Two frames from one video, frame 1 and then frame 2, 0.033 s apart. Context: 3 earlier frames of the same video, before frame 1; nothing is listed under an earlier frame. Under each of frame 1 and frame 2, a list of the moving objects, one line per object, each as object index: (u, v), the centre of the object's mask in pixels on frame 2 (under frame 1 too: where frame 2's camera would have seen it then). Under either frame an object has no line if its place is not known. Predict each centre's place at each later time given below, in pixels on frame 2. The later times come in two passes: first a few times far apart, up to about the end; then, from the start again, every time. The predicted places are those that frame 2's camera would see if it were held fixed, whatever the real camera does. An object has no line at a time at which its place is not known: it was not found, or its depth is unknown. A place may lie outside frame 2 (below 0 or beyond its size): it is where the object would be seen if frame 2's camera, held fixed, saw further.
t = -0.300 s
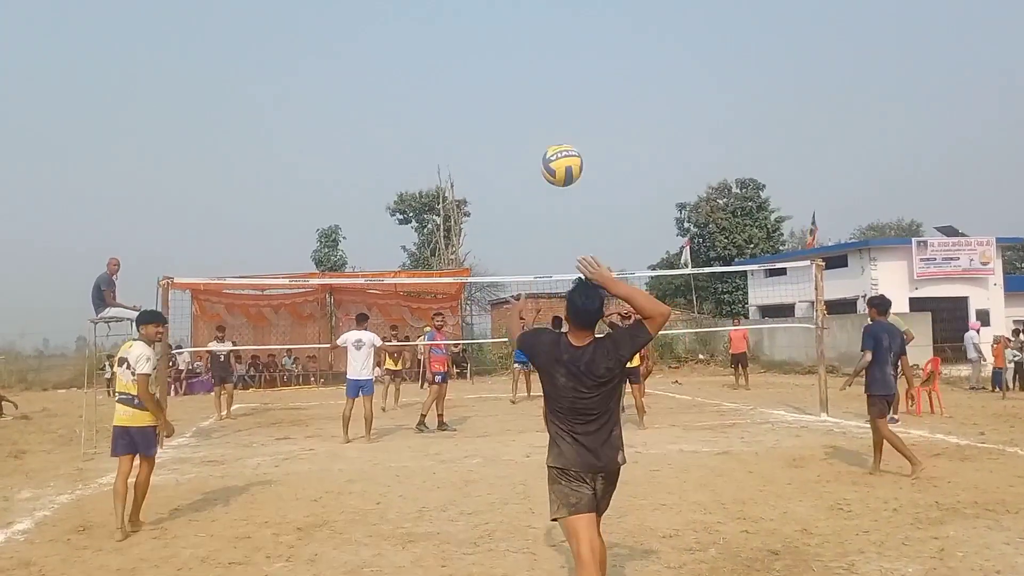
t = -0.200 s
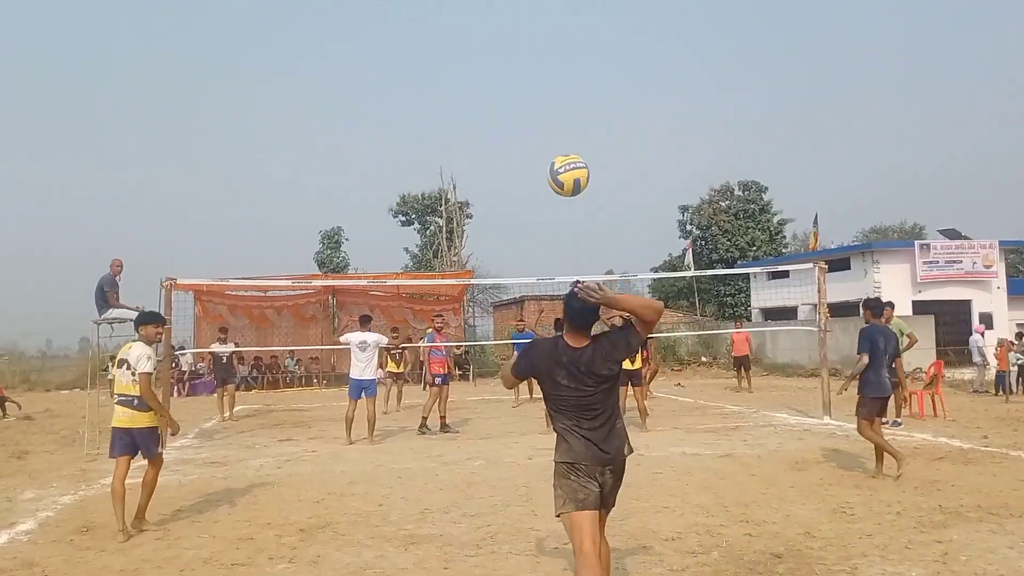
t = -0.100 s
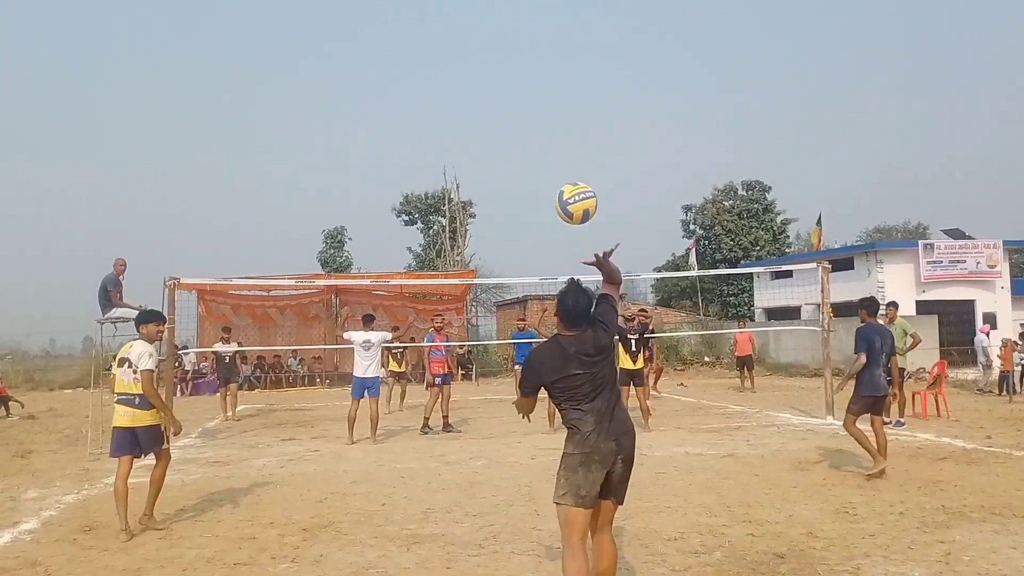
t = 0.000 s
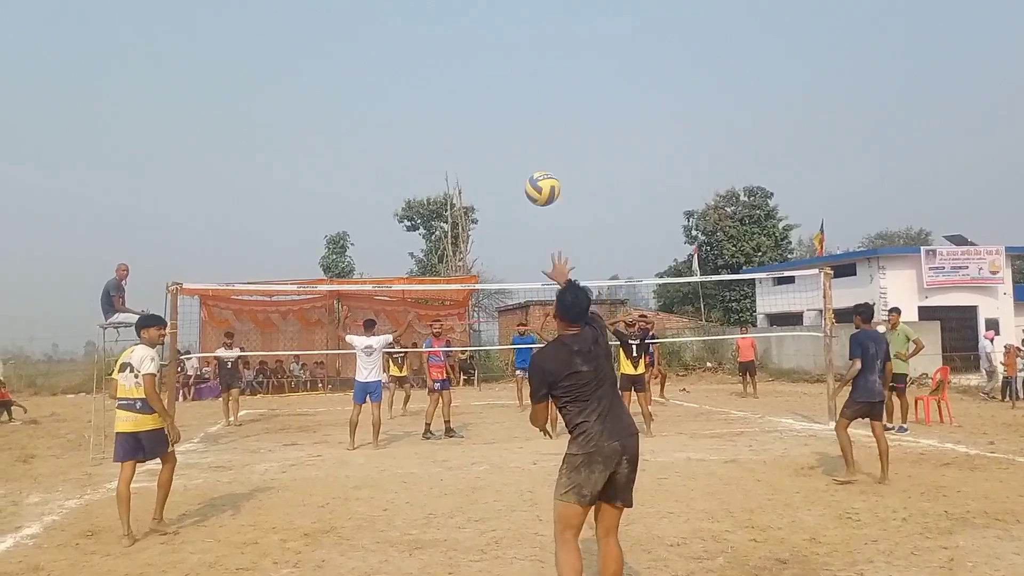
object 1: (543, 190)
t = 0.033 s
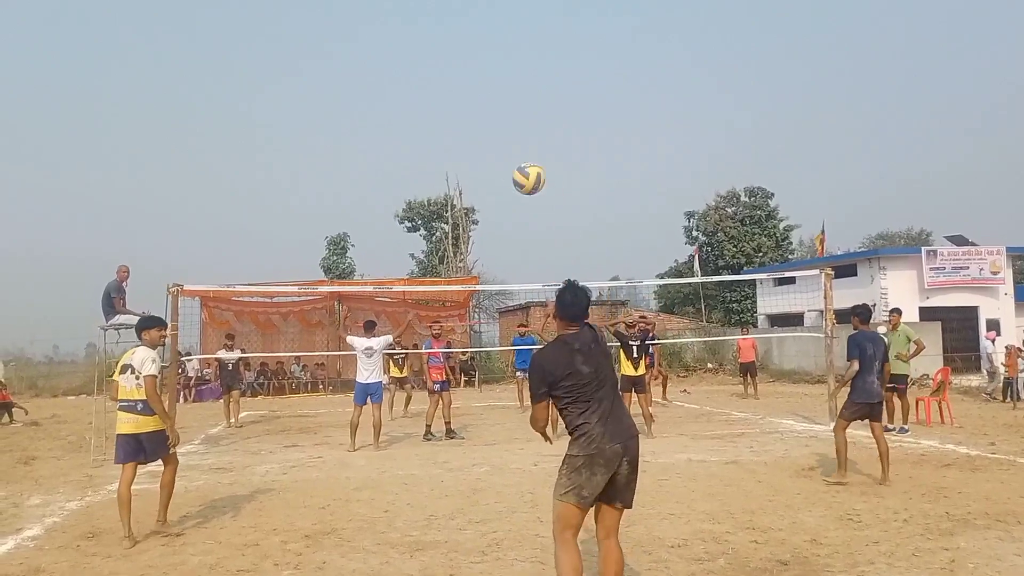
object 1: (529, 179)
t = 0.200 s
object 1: (478, 160)
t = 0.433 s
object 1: (436, 178)
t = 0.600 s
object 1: (417, 206)
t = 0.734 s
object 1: (408, 239)
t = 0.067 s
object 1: (516, 171)
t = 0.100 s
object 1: (505, 166)
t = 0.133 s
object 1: (495, 163)
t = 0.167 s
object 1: (486, 161)
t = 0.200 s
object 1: (478, 160)
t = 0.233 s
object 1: (470, 161)
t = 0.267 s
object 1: (463, 162)
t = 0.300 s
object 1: (457, 164)
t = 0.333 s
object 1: (451, 166)
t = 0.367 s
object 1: (446, 170)
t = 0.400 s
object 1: (441, 173)
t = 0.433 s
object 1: (436, 178)
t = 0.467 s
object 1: (431, 183)
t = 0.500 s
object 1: (427, 188)
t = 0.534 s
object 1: (423, 195)
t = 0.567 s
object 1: (420, 201)
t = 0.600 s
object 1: (417, 206)
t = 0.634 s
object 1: (414, 214)
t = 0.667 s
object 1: (412, 222)
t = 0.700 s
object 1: (409, 231)
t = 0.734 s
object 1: (408, 239)
